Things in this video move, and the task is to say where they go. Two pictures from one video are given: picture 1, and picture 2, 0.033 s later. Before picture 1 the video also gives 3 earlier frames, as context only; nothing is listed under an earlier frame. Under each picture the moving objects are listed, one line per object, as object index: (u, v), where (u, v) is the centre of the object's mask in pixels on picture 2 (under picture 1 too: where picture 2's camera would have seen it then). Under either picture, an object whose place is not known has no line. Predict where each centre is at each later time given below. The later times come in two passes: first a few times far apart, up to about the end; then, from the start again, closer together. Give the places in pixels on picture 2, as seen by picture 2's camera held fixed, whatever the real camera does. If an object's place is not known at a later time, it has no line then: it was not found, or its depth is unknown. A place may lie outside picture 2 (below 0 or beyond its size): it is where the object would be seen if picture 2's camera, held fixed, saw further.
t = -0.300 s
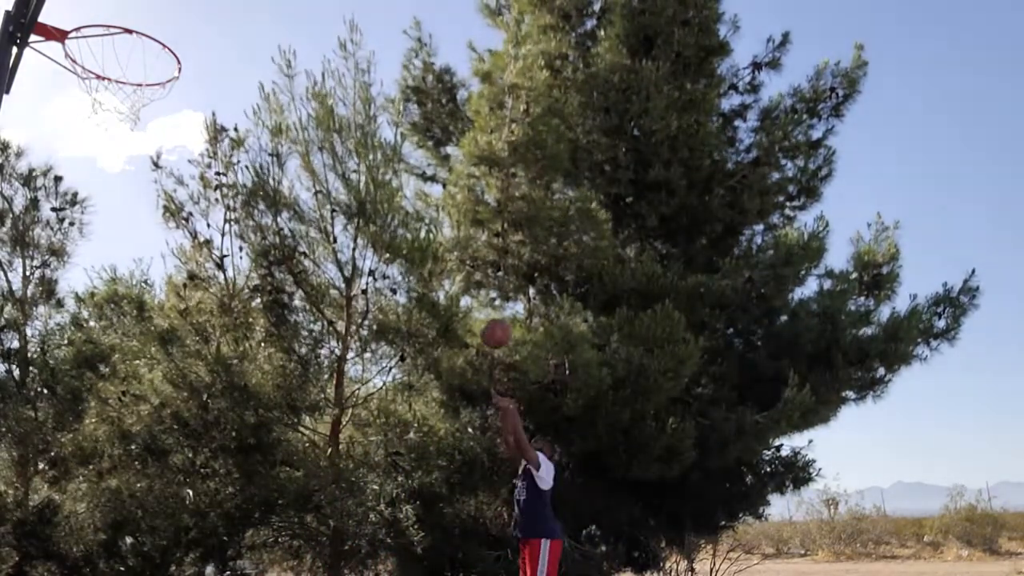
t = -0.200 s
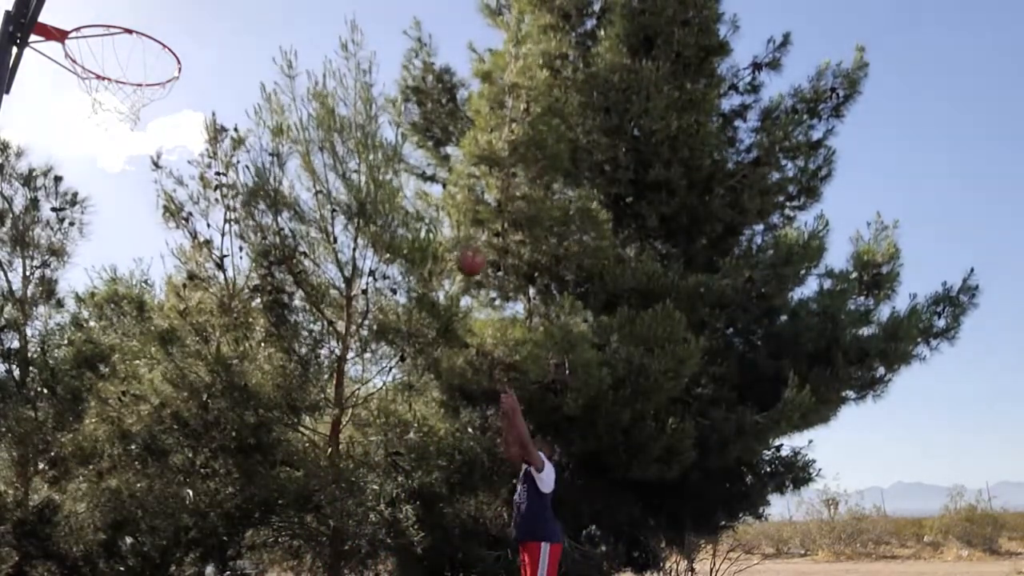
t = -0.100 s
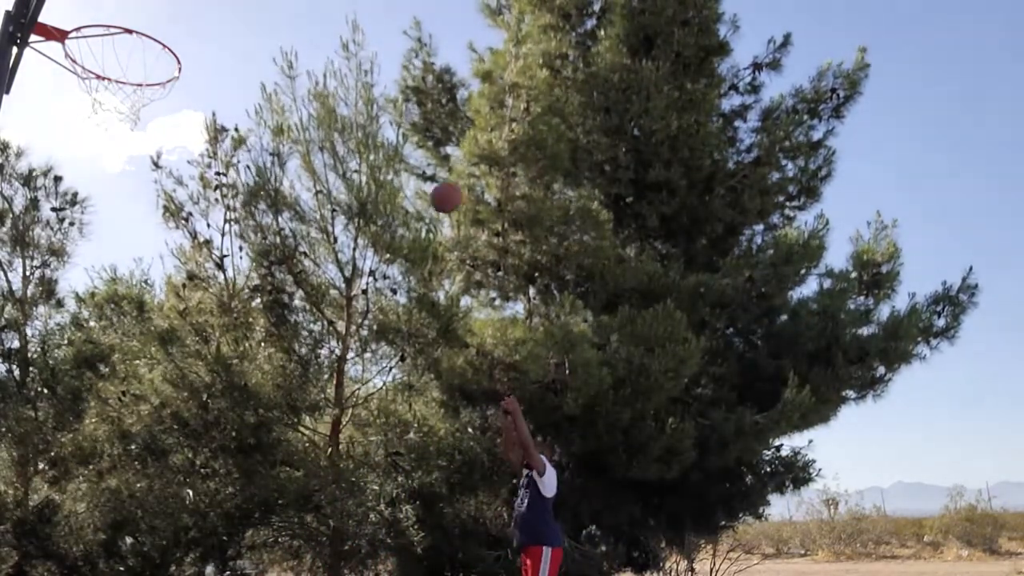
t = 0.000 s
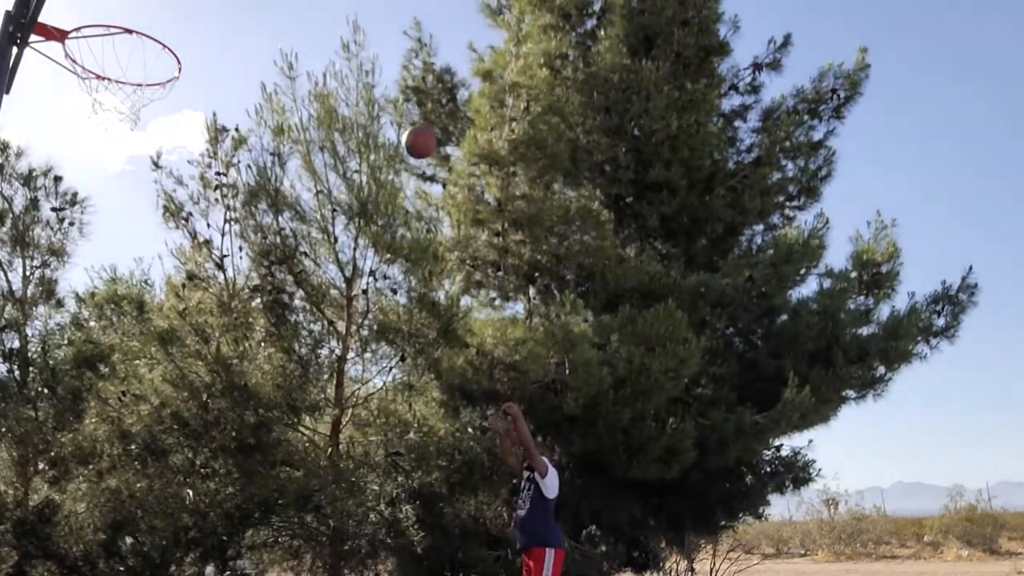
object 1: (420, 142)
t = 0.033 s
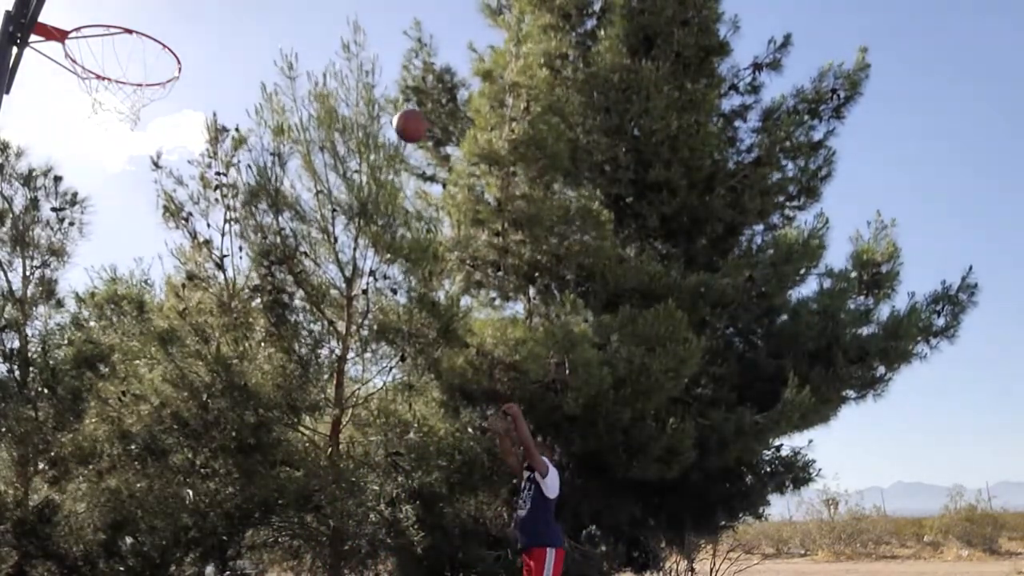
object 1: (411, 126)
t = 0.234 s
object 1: (353, 47)
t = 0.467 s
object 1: (268, 17)
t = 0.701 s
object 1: (154, 60)
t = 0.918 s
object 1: (104, 45)
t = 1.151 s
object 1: (109, 132)
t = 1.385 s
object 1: (118, 323)
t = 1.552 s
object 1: (115, 553)
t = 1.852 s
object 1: (178, 487)
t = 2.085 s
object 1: (230, 351)
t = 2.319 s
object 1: (271, 334)
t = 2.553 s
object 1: (304, 415)
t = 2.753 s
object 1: (327, 560)
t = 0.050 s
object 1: (406, 118)
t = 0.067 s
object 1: (401, 110)
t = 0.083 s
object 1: (397, 103)
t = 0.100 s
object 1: (392, 95)
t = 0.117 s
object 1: (388, 89)
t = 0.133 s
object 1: (383, 82)
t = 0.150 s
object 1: (378, 75)
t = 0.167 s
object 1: (373, 69)
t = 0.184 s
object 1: (368, 63)
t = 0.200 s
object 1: (363, 58)
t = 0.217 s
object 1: (358, 52)
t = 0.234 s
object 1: (353, 47)
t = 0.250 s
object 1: (347, 43)
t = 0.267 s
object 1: (342, 38)
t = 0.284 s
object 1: (336, 35)
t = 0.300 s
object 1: (331, 31)
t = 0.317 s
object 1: (325, 27)
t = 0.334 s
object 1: (319, 24)
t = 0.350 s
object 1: (314, 22)
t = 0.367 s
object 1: (307, 20)
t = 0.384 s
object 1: (301, 18)
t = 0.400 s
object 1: (295, 18)
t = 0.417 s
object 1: (288, 17)
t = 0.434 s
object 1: (282, 17)
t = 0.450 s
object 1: (275, 17)
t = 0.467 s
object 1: (268, 17)
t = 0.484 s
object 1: (260, 17)
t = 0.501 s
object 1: (253, 18)
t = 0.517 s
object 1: (245, 19)
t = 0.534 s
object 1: (237, 20)
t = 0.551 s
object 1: (229, 22)
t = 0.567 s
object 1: (221, 25)
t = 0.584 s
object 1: (213, 29)
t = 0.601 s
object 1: (204, 33)
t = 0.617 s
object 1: (195, 38)
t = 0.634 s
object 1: (186, 43)
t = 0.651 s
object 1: (176, 49)
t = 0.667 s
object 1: (166, 56)
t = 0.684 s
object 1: (157, 63)
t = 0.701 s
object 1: (154, 60)
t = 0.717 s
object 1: (150, 55)
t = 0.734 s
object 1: (147, 52)
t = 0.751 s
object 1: (143, 49)
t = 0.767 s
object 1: (140, 46)
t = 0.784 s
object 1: (136, 44)
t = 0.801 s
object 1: (133, 42)
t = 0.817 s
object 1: (129, 41)
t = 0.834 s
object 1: (125, 40)
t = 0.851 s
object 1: (121, 40)
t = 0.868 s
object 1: (117, 41)
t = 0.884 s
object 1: (113, 41)
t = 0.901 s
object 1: (108, 43)
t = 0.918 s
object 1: (104, 45)
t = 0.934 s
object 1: (99, 48)
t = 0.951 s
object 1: (96, 51)
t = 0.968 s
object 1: (97, 56)
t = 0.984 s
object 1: (99, 62)
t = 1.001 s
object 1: (100, 68)
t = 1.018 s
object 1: (101, 74)
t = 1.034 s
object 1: (102, 80)
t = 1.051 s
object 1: (102, 87)
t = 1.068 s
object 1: (103, 93)
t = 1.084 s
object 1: (105, 100)
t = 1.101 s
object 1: (105, 106)
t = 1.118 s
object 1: (107, 114)
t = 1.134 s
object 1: (108, 123)
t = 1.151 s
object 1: (109, 132)
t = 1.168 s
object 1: (110, 141)
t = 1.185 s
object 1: (111, 152)
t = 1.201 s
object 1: (112, 162)
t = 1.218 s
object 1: (113, 174)
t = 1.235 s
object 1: (114, 185)
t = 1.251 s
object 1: (115, 198)
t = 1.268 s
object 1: (115, 211)
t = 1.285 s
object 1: (116, 225)
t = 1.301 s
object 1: (116, 240)
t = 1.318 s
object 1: (117, 255)
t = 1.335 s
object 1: (117, 272)
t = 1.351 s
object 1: (118, 289)
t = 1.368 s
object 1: (118, 306)
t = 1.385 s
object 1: (118, 323)
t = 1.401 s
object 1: (117, 343)
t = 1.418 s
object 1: (119, 364)
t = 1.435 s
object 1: (118, 384)
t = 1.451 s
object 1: (118, 407)
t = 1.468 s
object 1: (117, 430)
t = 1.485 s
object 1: (118, 454)
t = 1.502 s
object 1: (117, 478)
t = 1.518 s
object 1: (116, 504)
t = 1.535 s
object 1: (115, 531)
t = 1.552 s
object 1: (115, 553)
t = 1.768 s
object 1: (154, 563)
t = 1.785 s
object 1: (158, 553)
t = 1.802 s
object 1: (163, 539)
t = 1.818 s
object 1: (168, 520)
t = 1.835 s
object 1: (173, 504)
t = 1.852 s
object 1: (178, 487)
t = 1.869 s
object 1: (182, 473)
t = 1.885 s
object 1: (187, 458)
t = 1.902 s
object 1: (191, 445)
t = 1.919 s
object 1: (196, 433)
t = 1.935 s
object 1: (200, 421)
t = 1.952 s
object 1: (204, 411)
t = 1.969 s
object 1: (207, 401)
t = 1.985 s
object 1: (212, 392)
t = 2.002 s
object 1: (216, 383)
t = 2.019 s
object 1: (218, 375)
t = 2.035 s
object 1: (221, 368)
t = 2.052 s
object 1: (226, 362)
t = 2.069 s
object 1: (229, 356)
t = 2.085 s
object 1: (230, 351)
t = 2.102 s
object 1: (234, 346)
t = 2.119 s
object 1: (238, 341)
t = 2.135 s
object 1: (241, 337)
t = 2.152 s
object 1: (244, 334)
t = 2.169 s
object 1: (248, 332)
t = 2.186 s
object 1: (250, 330)
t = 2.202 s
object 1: (253, 329)
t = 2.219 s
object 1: (255, 328)
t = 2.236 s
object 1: (258, 328)
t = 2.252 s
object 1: (263, 328)
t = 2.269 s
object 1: (264, 329)
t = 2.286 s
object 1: (267, 330)
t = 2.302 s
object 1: (269, 332)
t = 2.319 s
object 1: (271, 334)
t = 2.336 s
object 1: (274, 337)
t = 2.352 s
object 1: (276, 340)
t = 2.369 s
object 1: (279, 344)
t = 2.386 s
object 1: (282, 348)
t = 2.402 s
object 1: (284, 353)
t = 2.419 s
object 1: (285, 358)
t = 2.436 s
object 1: (287, 363)
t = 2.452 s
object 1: (290, 371)
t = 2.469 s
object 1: (293, 377)
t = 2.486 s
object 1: (295, 384)
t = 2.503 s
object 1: (297, 390)
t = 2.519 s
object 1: (300, 398)
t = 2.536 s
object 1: (302, 406)
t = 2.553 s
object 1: (304, 415)
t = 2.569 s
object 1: (306, 425)
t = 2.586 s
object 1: (307, 437)
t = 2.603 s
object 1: (310, 446)
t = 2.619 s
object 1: (312, 457)
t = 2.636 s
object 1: (314, 469)
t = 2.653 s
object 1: (316, 480)
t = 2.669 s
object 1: (318, 492)
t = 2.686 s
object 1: (320, 507)
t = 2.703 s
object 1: (322, 520)
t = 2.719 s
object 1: (324, 534)
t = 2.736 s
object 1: (325, 550)
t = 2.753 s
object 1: (327, 560)
